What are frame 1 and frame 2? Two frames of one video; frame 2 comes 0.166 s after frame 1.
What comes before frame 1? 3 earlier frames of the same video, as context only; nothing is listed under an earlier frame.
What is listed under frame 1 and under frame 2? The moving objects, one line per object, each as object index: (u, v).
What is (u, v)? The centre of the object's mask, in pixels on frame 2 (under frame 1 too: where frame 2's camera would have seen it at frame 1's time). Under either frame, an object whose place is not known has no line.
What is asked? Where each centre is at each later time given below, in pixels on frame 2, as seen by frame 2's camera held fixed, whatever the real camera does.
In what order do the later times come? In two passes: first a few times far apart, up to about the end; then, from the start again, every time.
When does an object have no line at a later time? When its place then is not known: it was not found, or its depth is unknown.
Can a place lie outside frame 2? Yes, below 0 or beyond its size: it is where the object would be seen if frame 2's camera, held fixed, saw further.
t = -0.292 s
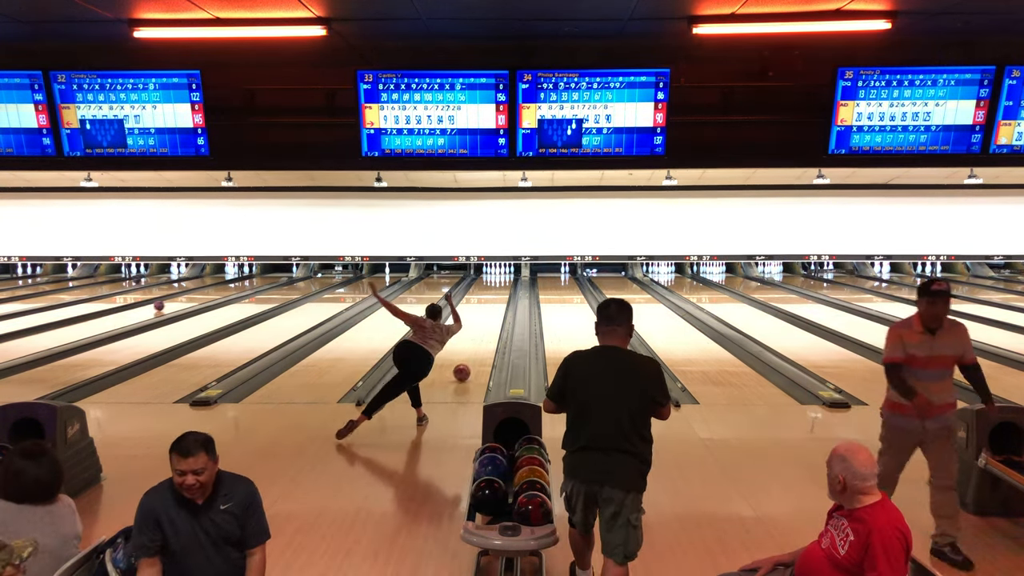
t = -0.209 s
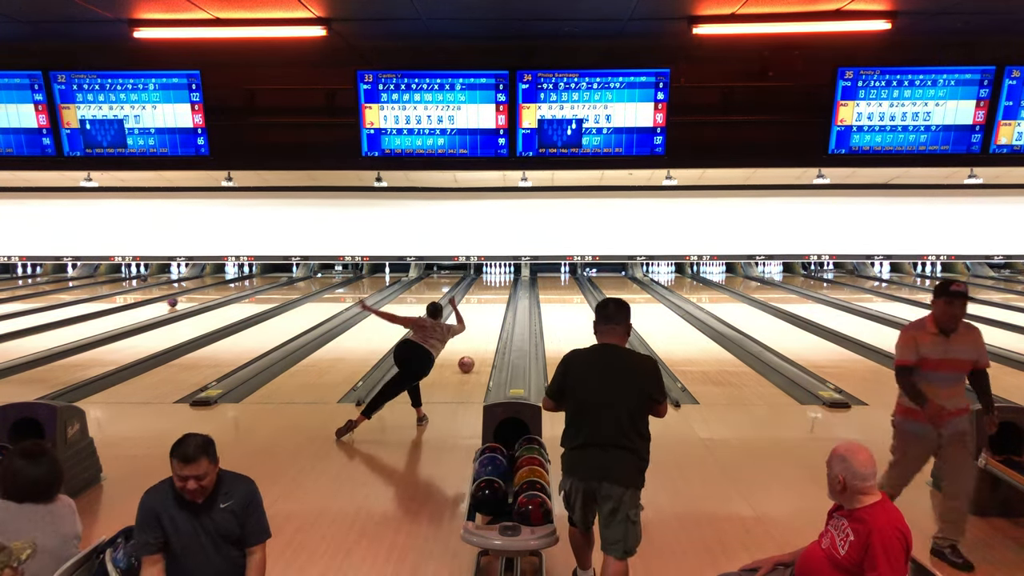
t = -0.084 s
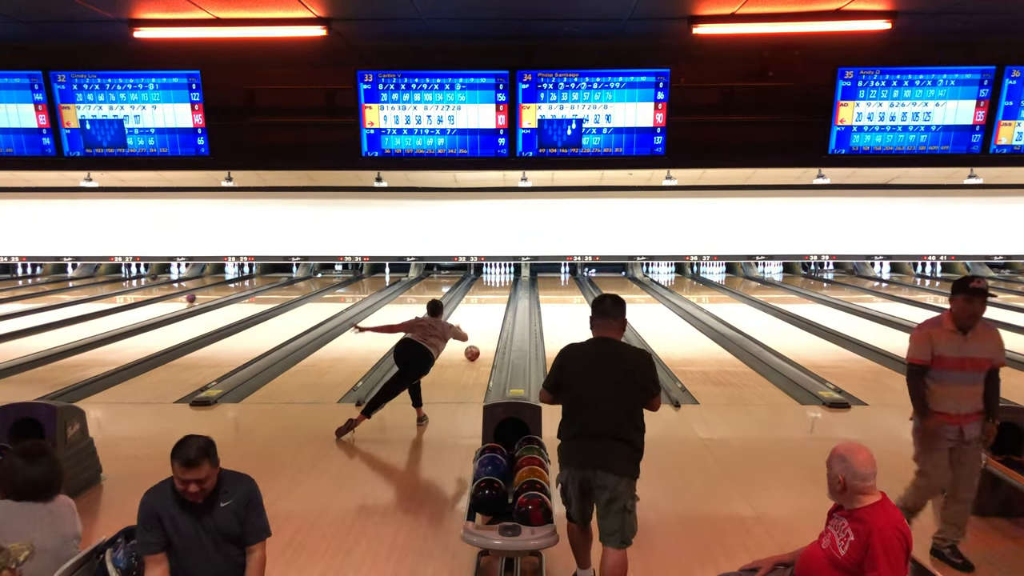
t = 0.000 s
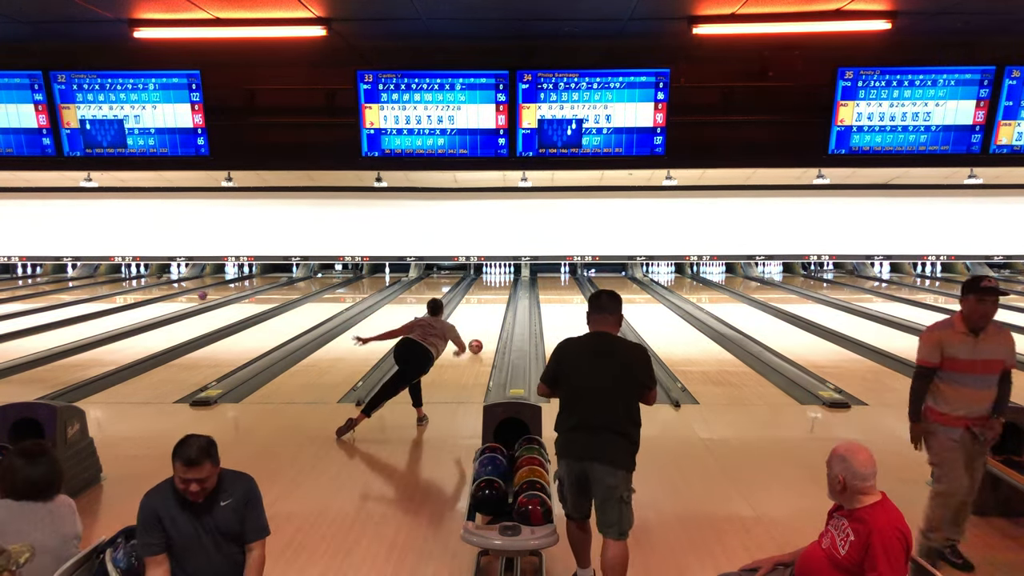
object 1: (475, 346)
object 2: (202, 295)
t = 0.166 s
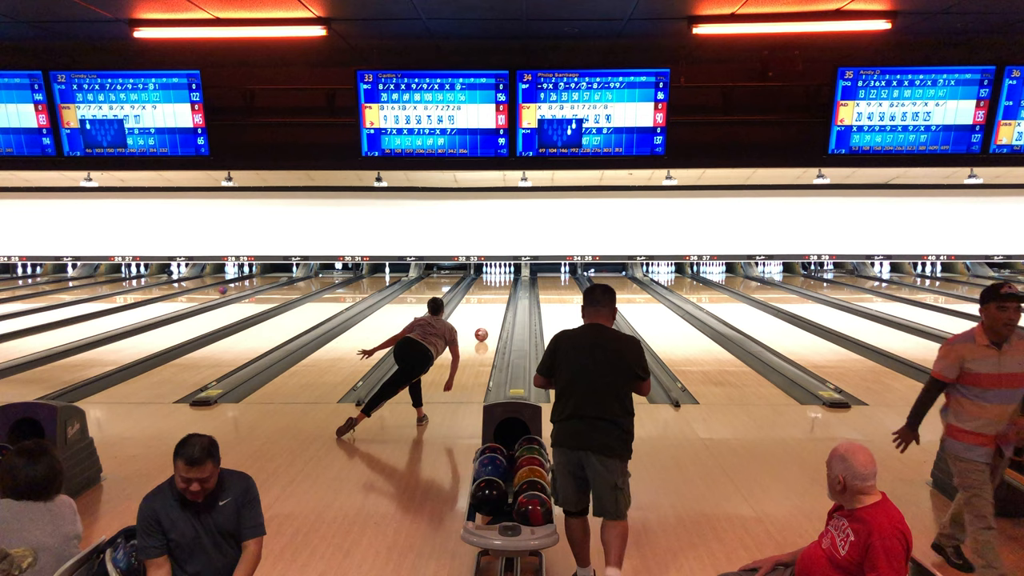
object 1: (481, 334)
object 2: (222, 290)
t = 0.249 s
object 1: (484, 329)
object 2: (231, 288)
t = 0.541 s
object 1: (491, 315)
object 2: (259, 281)
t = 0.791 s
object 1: (495, 305)
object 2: (276, 276)
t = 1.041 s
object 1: (499, 297)
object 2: (288, 272)
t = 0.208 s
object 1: (482, 332)
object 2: (227, 289)
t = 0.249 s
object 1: (484, 329)
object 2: (231, 288)
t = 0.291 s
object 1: (485, 327)
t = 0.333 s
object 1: (486, 325)
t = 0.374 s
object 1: (487, 323)
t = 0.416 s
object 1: (488, 321)
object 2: (248, 283)
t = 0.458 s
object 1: (489, 319)
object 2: (252, 282)
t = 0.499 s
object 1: (490, 316)
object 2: (254, 282)
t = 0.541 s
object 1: (491, 315)
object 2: (259, 281)
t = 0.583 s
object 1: (491, 313)
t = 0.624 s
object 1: (492, 311)
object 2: (265, 279)
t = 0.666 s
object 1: (493, 309)
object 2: (268, 279)
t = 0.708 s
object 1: (494, 308)
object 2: (271, 277)
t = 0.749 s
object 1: (494, 306)
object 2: (273, 276)
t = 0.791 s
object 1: (495, 305)
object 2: (276, 276)
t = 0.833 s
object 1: (496, 303)
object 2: (279, 275)
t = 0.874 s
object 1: (496, 301)
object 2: (280, 274)
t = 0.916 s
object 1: (497, 300)
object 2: (283, 274)
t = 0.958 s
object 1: (498, 299)
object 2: (285, 273)
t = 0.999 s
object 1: (498, 298)
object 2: (287, 273)
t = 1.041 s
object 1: (499, 297)
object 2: (288, 272)
